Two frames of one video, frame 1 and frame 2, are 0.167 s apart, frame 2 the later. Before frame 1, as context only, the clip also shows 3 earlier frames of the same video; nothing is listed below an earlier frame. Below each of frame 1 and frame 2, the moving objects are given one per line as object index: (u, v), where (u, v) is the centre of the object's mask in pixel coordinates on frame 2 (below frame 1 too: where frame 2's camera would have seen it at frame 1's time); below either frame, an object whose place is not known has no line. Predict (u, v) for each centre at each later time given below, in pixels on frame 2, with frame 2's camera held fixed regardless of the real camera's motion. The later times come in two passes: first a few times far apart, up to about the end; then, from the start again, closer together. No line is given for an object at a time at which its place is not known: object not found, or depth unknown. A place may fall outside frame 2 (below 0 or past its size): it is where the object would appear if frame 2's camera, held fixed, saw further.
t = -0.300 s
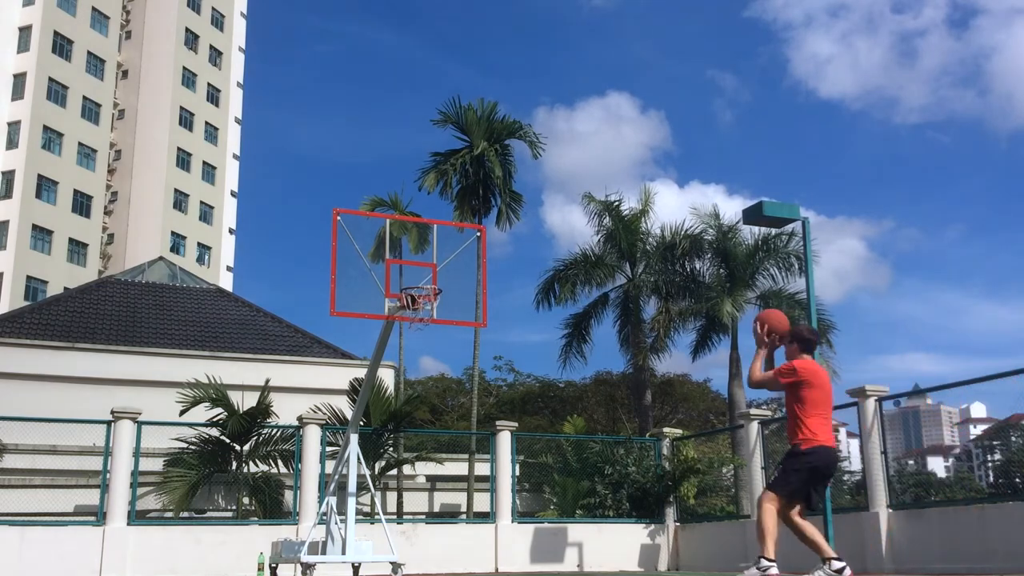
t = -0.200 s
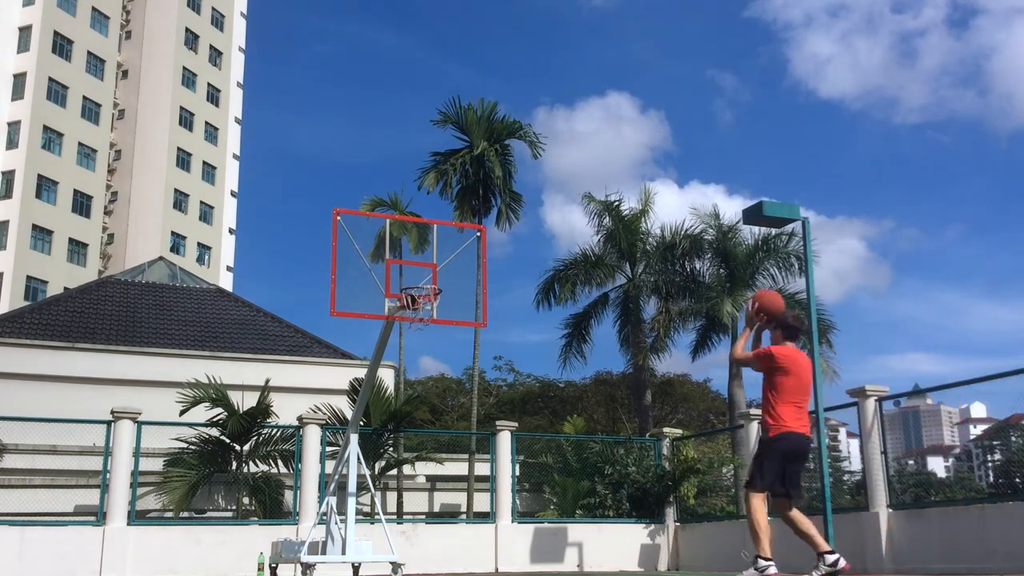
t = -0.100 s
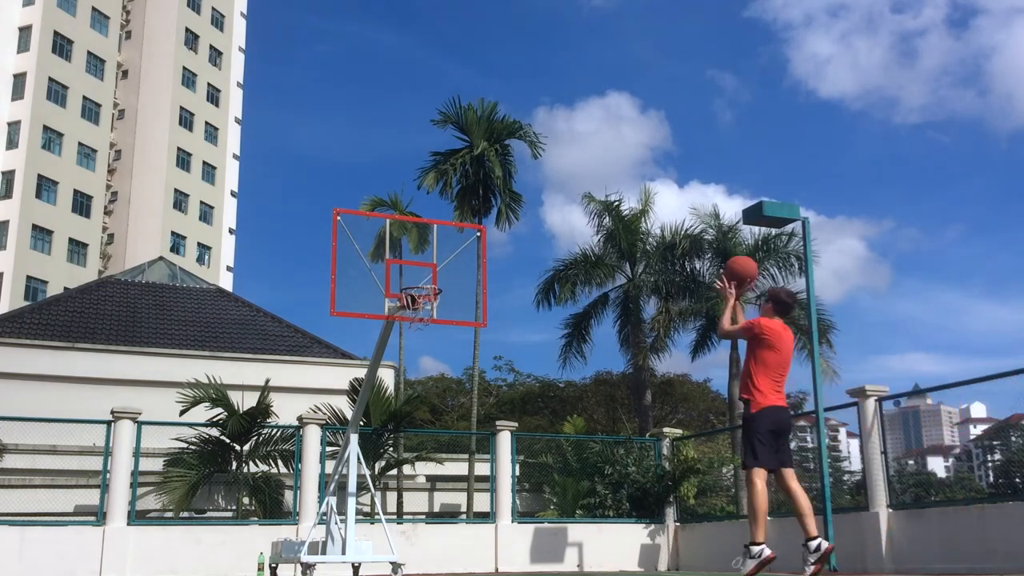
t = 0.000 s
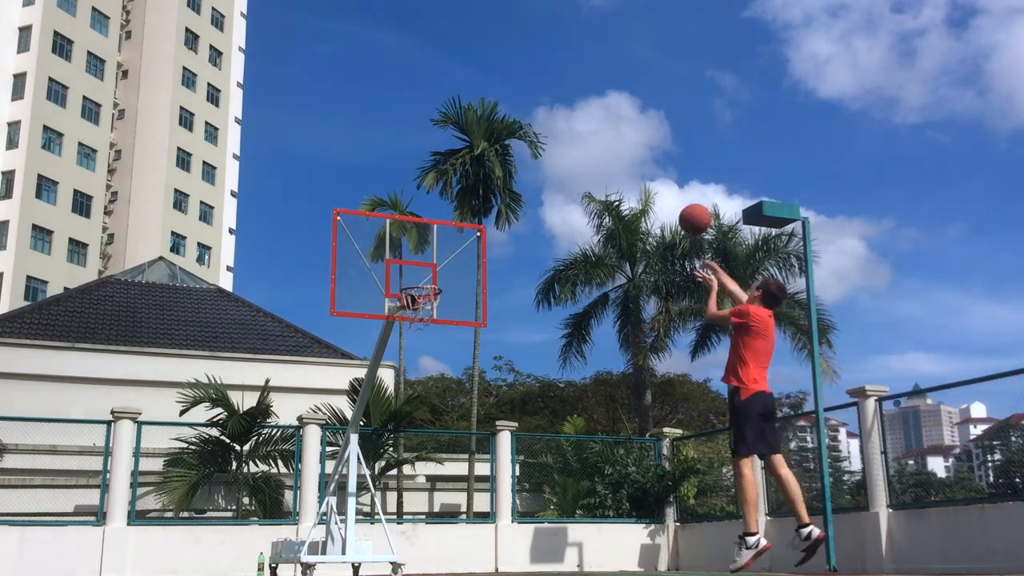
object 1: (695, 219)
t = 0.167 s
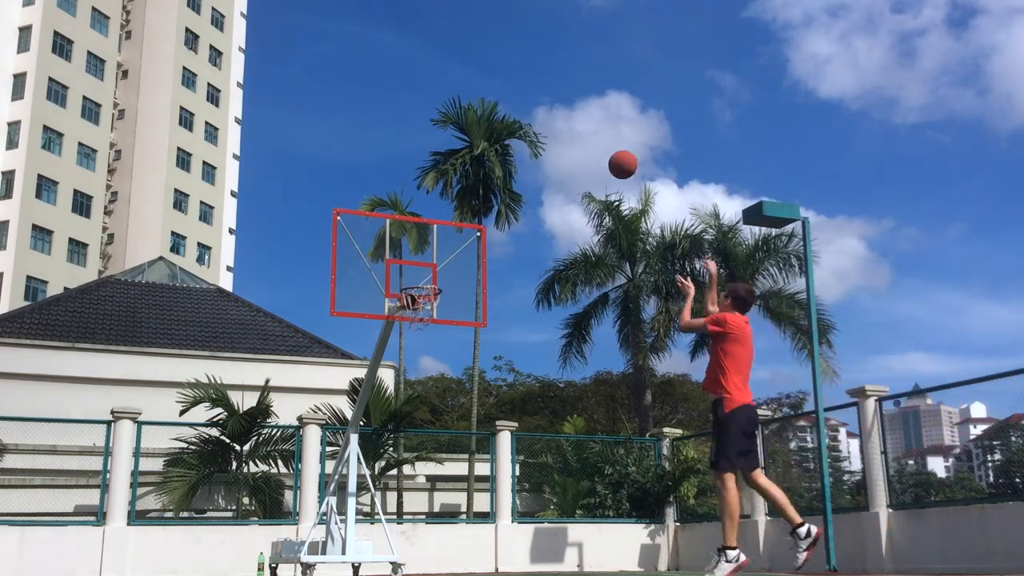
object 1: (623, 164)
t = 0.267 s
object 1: (586, 150)
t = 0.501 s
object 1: (516, 155)
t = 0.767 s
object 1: (451, 219)
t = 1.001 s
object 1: (425, 304)
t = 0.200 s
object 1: (610, 158)
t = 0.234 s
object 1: (598, 153)
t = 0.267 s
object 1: (586, 150)
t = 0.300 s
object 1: (575, 147)
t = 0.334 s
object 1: (564, 146)
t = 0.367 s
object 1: (554, 146)
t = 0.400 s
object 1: (544, 147)
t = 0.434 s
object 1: (535, 149)
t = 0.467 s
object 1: (525, 152)
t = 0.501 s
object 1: (516, 155)
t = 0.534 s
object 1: (508, 160)
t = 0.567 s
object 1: (499, 166)
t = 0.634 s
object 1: (483, 179)
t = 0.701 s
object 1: (467, 197)
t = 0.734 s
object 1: (459, 208)
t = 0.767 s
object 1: (451, 219)
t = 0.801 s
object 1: (444, 231)
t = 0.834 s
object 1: (437, 243)
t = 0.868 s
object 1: (430, 256)
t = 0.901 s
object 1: (424, 270)
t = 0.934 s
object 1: (416, 282)
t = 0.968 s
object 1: (410, 295)
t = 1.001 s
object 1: (425, 304)
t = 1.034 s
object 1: (430, 310)
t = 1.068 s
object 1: (435, 309)
